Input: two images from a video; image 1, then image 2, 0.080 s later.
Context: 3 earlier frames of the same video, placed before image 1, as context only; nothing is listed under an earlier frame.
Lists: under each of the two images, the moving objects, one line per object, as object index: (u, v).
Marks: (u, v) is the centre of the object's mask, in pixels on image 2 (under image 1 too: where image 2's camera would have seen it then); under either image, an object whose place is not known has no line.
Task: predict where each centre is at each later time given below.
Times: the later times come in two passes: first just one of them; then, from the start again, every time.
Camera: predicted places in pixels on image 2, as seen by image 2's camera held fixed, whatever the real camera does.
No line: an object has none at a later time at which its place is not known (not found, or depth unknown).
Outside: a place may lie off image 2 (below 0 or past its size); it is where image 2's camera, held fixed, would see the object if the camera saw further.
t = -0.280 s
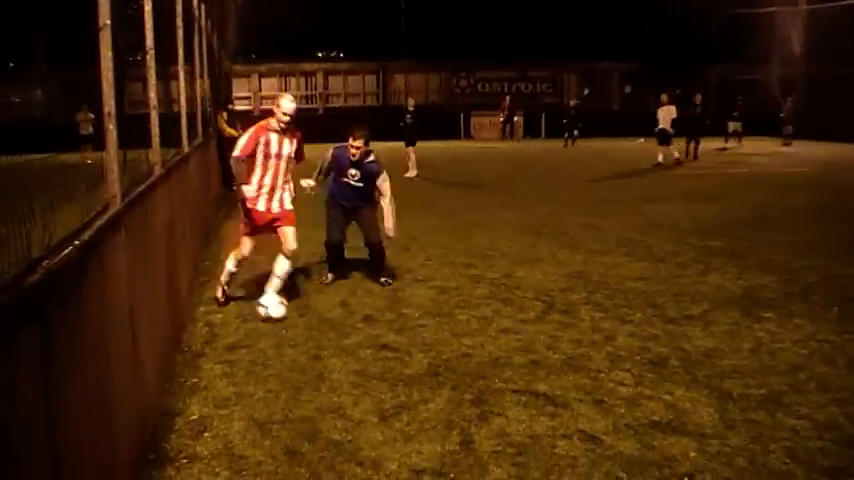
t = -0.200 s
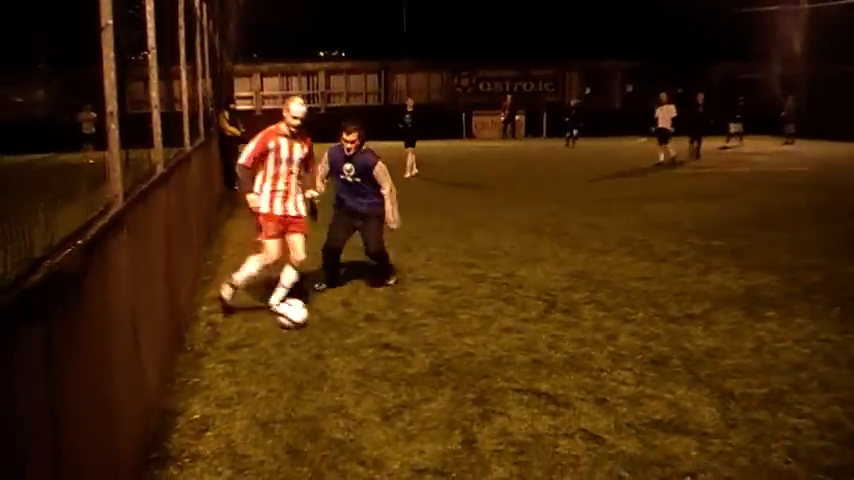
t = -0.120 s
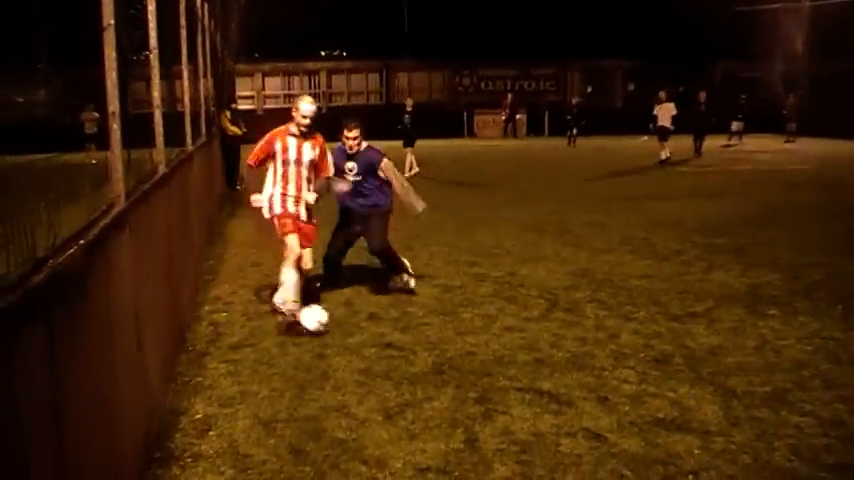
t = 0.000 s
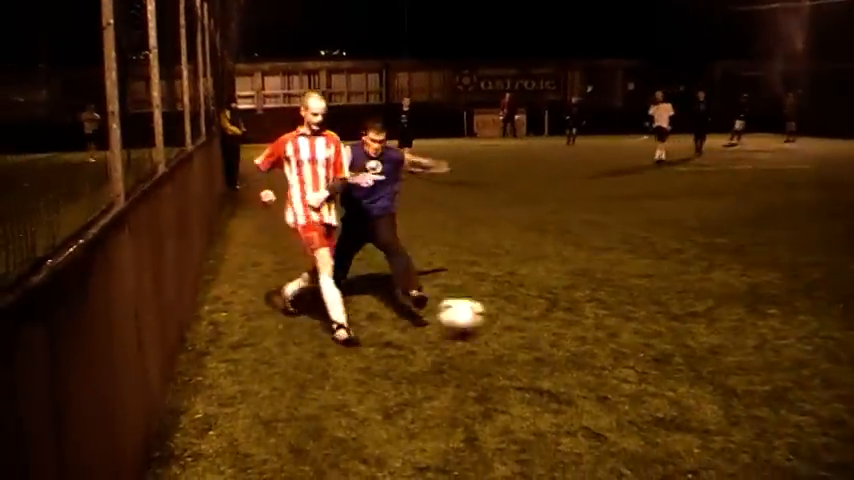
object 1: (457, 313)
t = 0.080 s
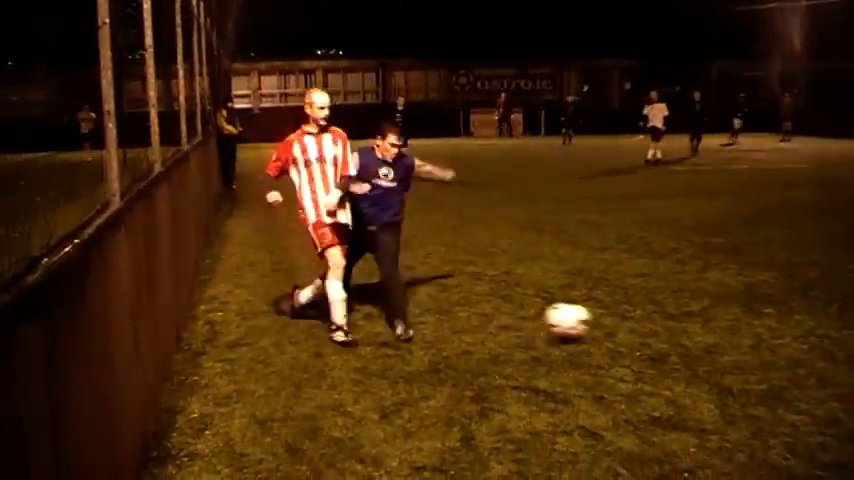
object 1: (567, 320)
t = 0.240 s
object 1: (779, 325)
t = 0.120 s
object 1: (623, 326)
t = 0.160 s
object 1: (677, 329)
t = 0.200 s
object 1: (728, 327)
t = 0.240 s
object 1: (779, 325)
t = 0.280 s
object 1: (830, 326)
